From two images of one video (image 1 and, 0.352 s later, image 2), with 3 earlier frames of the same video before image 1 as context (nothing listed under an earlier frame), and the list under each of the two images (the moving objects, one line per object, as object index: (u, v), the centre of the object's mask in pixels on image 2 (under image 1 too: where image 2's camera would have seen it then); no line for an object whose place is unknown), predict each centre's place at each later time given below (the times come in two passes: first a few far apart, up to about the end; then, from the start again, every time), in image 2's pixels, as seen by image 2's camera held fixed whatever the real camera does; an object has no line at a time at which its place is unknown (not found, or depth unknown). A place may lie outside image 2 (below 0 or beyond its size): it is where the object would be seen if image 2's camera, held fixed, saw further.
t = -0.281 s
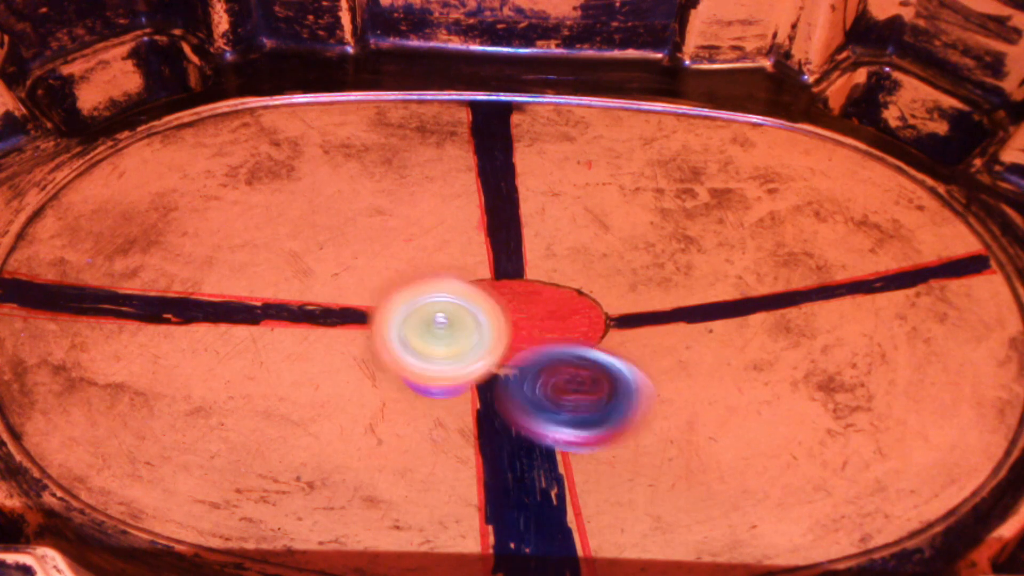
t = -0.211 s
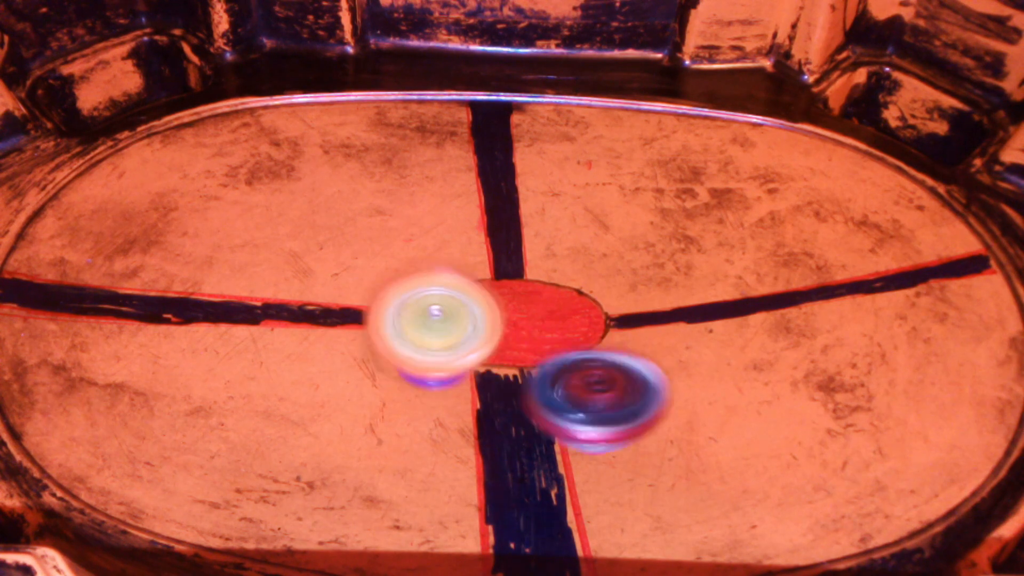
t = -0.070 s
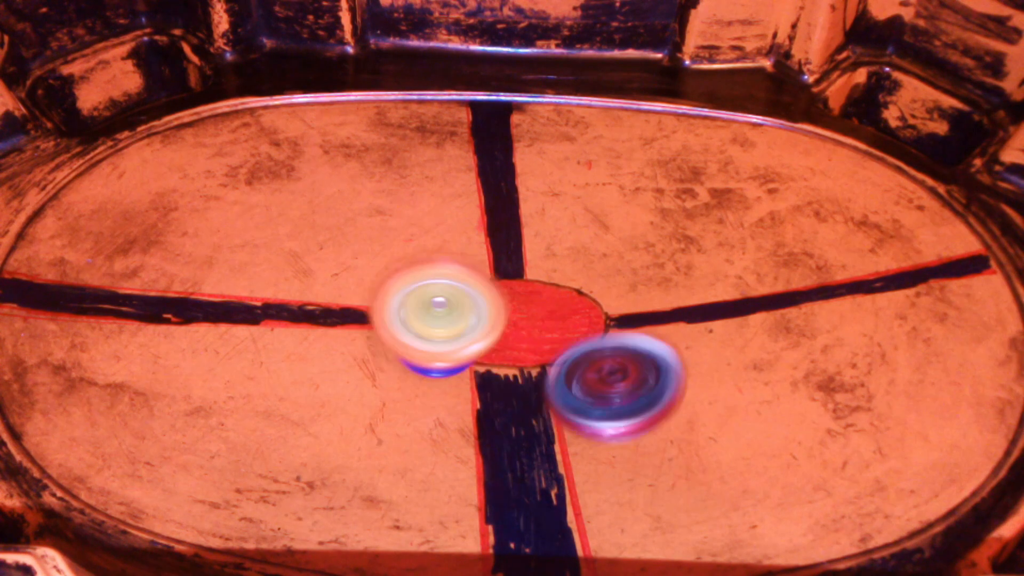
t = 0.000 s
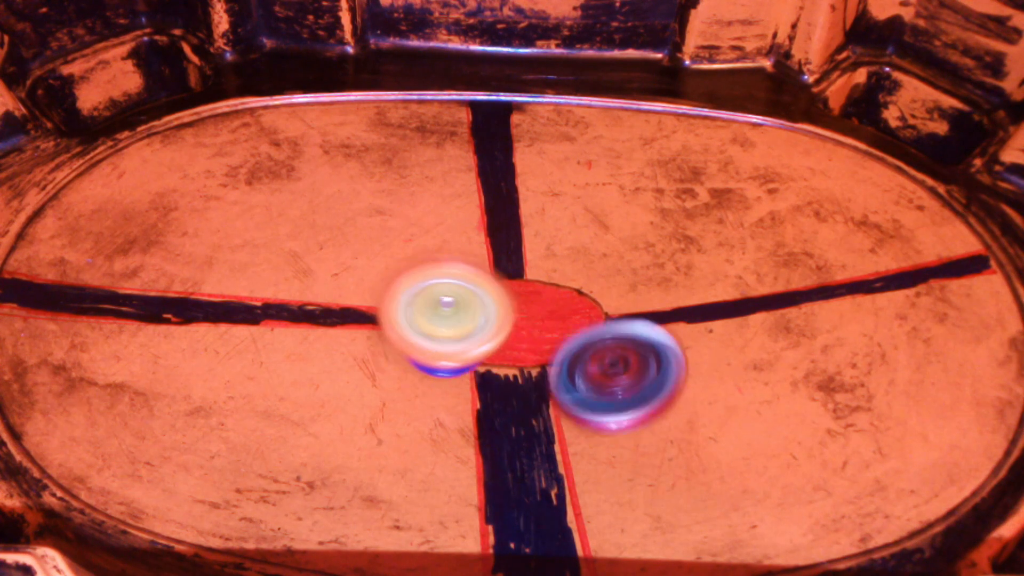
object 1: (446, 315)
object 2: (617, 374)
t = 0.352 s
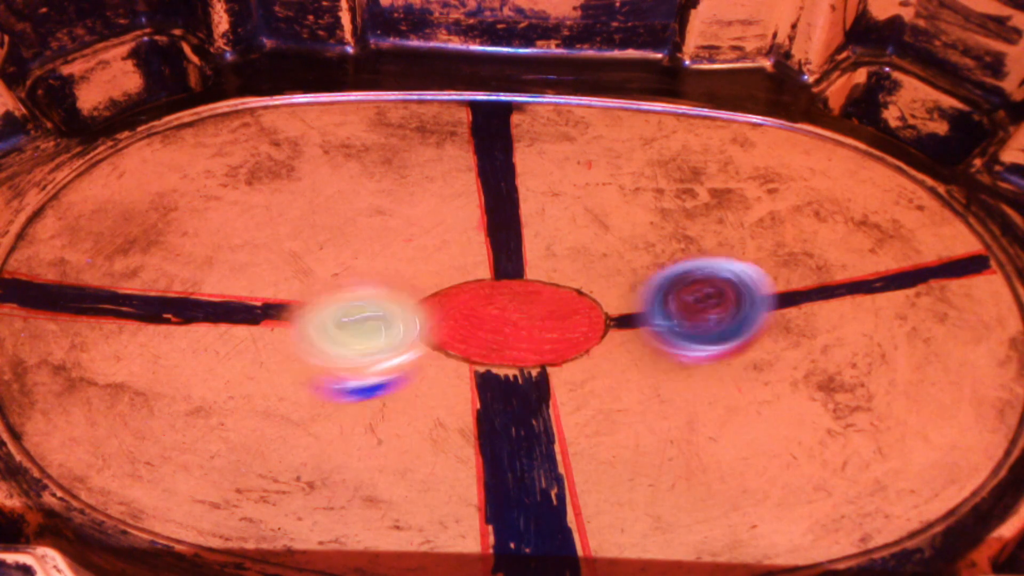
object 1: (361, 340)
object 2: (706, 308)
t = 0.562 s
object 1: (269, 354)
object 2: (695, 304)
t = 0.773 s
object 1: (293, 354)
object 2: (639, 332)
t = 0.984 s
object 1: (378, 354)
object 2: (591, 371)
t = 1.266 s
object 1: (434, 340)
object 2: (681, 388)
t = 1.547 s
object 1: (436, 310)
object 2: (636, 351)
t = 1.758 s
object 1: (430, 305)
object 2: (581, 351)
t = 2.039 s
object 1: (426, 318)
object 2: (577, 376)
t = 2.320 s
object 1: (434, 346)
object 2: (611, 349)
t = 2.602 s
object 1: (382, 359)
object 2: (623, 339)
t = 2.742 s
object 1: (389, 350)
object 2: (620, 349)
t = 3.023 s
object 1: (451, 339)
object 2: (618, 362)
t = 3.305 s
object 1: (470, 335)
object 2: (635, 361)
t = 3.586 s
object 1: (468, 334)
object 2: (613, 375)
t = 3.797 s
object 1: (454, 334)
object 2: (609, 386)
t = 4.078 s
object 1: (427, 315)
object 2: (577, 360)
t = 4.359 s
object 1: (434, 309)
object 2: (571, 365)
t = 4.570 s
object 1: (437, 313)
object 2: (561, 353)
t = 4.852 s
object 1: (371, 324)
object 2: (598, 337)
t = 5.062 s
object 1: (354, 331)
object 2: (558, 344)
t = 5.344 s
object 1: (397, 370)
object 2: (533, 383)
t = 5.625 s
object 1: (391, 371)
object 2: (556, 380)
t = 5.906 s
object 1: (419, 335)
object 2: (558, 359)
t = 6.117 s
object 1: (430, 322)
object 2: (579, 345)
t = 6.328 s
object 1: (416, 311)
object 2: (613, 342)
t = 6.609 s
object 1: (461, 331)
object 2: (587, 349)
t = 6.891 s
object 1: (418, 334)
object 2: (594, 361)
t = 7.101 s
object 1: (424, 336)
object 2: (578, 356)
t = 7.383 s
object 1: (436, 349)
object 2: (576, 355)
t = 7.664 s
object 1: (437, 332)
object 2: (571, 358)
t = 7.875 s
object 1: (437, 328)
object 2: (582, 361)
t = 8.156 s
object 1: (482, 339)
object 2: (611, 377)
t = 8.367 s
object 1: (486, 370)
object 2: (616, 381)
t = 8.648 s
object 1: (485, 343)
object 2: (608, 397)
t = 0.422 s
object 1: (319, 346)
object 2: (714, 302)
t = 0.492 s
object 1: (291, 351)
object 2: (708, 301)
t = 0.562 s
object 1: (269, 354)
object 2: (695, 304)
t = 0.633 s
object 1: (264, 355)
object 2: (679, 311)
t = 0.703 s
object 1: (272, 355)
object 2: (660, 320)
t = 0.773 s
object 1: (293, 354)
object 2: (639, 332)
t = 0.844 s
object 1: (313, 353)
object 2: (619, 345)
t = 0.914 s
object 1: (341, 352)
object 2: (603, 358)
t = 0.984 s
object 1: (378, 354)
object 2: (591, 371)
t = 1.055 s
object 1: (421, 357)
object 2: (583, 382)
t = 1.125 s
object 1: (448, 356)
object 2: (596, 391)
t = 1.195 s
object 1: (443, 351)
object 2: (654, 395)
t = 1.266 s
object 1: (434, 340)
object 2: (681, 388)
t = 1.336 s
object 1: (427, 330)
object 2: (684, 374)
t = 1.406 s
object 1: (425, 321)
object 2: (674, 363)
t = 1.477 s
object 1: (429, 315)
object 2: (659, 357)
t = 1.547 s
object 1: (436, 310)
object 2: (636, 351)
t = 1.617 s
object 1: (448, 308)
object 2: (605, 346)
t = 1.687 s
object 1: (450, 308)
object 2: (583, 345)
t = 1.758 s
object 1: (430, 305)
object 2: (581, 351)
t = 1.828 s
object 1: (415, 304)
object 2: (578, 363)
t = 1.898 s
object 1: (413, 305)
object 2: (575, 373)
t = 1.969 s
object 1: (417, 311)
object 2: (574, 378)
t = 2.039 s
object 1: (426, 318)
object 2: (577, 376)
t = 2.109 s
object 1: (435, 324)
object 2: (578, 371)
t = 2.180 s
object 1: (446, 330)
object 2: (578, 365)
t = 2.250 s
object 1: (455, 336)
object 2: (578, 358)
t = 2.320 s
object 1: (434, 346)
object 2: (611, 349)
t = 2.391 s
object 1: (416, 354)
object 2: (638, 336)
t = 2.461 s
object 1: (400, 360)
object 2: (642, 328)
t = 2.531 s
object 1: (389, 361)
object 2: (628, 331)
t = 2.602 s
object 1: (382, 359)
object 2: (623, 339)
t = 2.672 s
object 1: (384, 355)
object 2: (623, 345)
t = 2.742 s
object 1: (389, 350)
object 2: (620, 349)
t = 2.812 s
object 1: (399, 345)
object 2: (617, 356)
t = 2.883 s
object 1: (412, 341)
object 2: (617, 359)
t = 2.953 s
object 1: (430, 339)
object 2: (617, 362)
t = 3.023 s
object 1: (451, 339)
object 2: (618, 362)
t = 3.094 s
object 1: (472, 341)
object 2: (617, 363)
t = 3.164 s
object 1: (476, 339)
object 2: (634, 365)
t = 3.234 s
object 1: (473, 336)
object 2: (645, 363)
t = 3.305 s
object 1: (470, 335)
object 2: (635, 361)
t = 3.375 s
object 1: (469, 334)
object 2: (624, 363)
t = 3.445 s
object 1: (469, 334)
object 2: (620, 367)
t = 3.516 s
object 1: (469, 334)
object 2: (617, 372)
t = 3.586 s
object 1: (468, 334)
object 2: (613, 375)
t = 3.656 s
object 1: (468, 335)
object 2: (605, 377)
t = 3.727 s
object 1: (467, 336)
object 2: (600, 380)
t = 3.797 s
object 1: (454, 334)
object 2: (609, 386)
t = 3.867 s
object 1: (440, 329)
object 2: (609, 377)
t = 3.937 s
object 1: (429, 323)
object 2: (599, 369)
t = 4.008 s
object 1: (426, 318)
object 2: (589, 364)
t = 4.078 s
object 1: (427, 315)
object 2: (577, 360)
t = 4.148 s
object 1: (431, 314)
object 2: (566, 354)
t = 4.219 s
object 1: (431, 311)
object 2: (565, 352)
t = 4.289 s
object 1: (435, 310)
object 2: (563, 357)
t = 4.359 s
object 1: (434, 309)
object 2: (571, 365)
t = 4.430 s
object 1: (434, 310)
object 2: (575, 364)
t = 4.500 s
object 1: (434, 310)
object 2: (569, 356)
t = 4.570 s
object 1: (437, 313)
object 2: (561, 353)
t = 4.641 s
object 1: (437, 317)
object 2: (562, 349)
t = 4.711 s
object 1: (414, 323)
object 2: (585, 349)
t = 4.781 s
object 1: (389, 323)
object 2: (600, 339)
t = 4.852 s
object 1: (371, 324)
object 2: (598, 337)
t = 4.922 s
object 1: (357, 326)
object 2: (580, 331)
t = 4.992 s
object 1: (356, 327)
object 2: (566, 333)
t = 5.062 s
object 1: (354, 331)
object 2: (558, 344)
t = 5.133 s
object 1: (359, 337)
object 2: (555, 351)
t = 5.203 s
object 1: (370, 347)
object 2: (549, 358)
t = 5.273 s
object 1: (383, 359)
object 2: (538, 370)
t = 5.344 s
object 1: (397, 370)
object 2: (533, 383)
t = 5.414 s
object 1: (396, 382)
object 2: (545, 385)
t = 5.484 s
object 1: (389, 379)
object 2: (557, 383)
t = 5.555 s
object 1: (386, 376)
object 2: (556, 382)
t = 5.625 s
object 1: (391, 371)
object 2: (556, 380)
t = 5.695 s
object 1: (400, 362)
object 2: (550, 368)
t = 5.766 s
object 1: (411, 353)
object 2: (544, 365)
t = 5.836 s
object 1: (414, 343)
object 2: (547, 359)
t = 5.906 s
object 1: (419, 335)
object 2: (558, 359)
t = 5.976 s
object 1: (421, 328)
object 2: (558, 346)
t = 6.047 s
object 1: (431, 324)
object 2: (560, 343)
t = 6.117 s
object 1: (430, 322)
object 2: (579, 345)
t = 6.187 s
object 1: (424, 324)
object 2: (609, 344)
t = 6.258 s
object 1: (425, 315)
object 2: (614, 350)
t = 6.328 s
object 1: (416, 311)
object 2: (613, 342)
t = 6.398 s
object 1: (432, 310)
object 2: (598, 346)
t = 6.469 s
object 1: (445, 320)
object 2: (597, 351)
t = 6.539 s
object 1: (447, 323)
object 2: (594, 347)
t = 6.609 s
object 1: (461, 331)
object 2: (587, 349)
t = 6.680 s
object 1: (457, 337)
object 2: (584, 359)
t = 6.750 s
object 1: (439, 342)
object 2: (594, 367)
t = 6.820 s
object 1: (426, 340)
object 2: (597, 368)
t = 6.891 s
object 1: (418, 334)
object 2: (594, 361)
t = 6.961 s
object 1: (410, 330)
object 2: (586, 357)
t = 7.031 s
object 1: (415, 330)
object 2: (581, 357)
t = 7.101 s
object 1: (424, 336)
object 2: (578, 356)
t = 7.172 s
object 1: (434, 339)
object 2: (571, 355)
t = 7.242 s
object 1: (443, 344)
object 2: (568, 356)
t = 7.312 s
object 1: (439, 349)
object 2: (573, 357)
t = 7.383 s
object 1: (436, 349)
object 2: (576, 355)
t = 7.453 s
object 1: (433, 345)
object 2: (573, 354)
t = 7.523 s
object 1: (433, 339)
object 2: (569, 357)
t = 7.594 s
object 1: (439, 335)
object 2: (566, 358)
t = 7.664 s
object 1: (437, 332)
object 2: (571, 358)
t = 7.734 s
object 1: (432, 334)
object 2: (576, 358)
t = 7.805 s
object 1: (434, 335)
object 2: (576, 358)
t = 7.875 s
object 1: (437, 328)
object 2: (582, 361)
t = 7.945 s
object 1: (445, 325)
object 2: (597, 366)
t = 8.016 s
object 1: (460, 329)
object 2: (605, 371)
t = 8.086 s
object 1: (468, 337)
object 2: (609, 375)
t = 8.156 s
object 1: (482, 339)
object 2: (611, 377)
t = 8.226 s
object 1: (498, 350)
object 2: (611, 378)
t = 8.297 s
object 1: (500, 367)
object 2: (611, 378)
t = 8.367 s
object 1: (486, 370)
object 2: (616, 381)
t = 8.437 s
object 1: (472, 366)
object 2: (616, 386)
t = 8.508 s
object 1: (475, 354)
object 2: (614, 390)
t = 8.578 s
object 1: (481, 348)
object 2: (611, 394)
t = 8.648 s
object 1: (485, 343)
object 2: (608, 397)
